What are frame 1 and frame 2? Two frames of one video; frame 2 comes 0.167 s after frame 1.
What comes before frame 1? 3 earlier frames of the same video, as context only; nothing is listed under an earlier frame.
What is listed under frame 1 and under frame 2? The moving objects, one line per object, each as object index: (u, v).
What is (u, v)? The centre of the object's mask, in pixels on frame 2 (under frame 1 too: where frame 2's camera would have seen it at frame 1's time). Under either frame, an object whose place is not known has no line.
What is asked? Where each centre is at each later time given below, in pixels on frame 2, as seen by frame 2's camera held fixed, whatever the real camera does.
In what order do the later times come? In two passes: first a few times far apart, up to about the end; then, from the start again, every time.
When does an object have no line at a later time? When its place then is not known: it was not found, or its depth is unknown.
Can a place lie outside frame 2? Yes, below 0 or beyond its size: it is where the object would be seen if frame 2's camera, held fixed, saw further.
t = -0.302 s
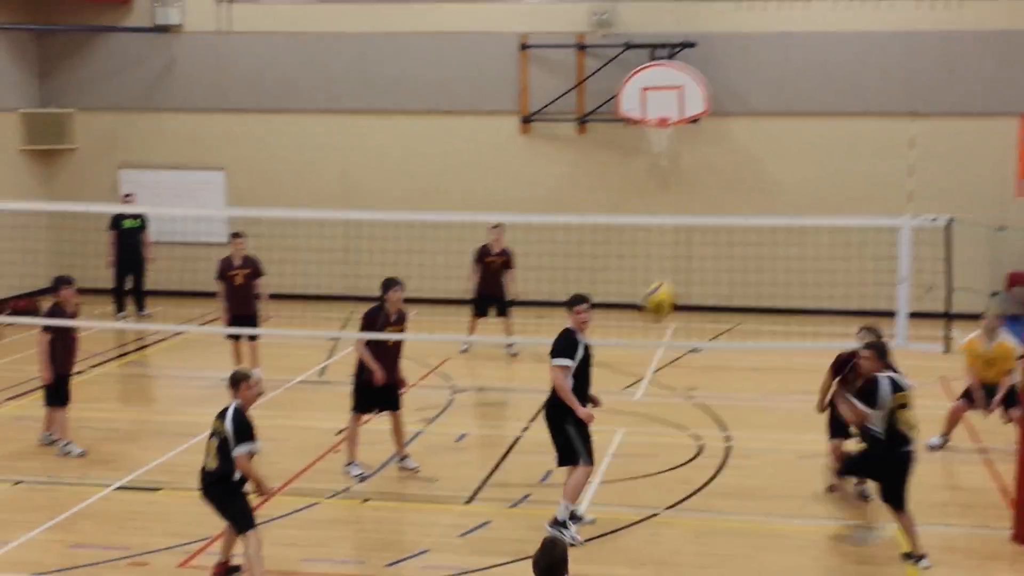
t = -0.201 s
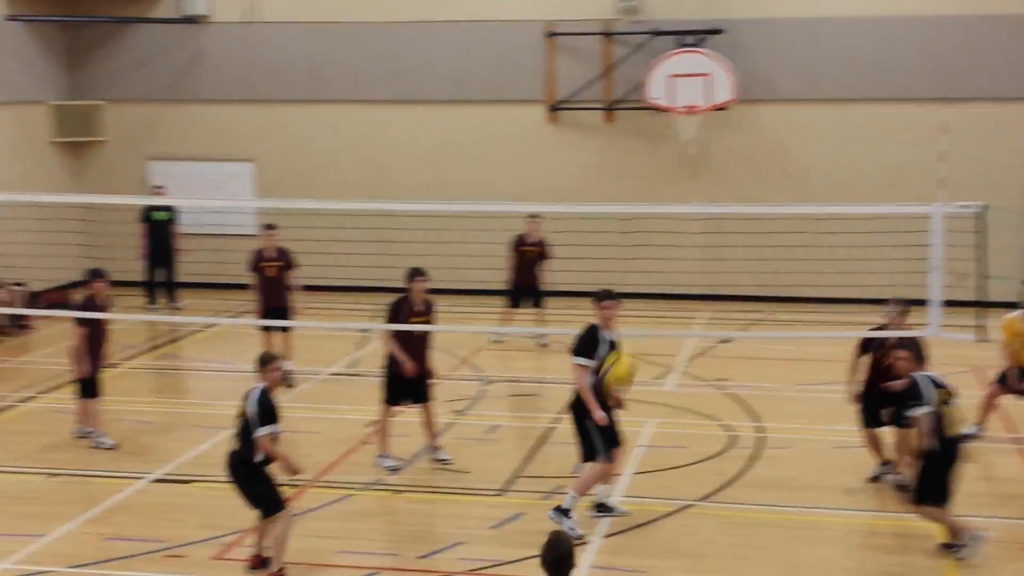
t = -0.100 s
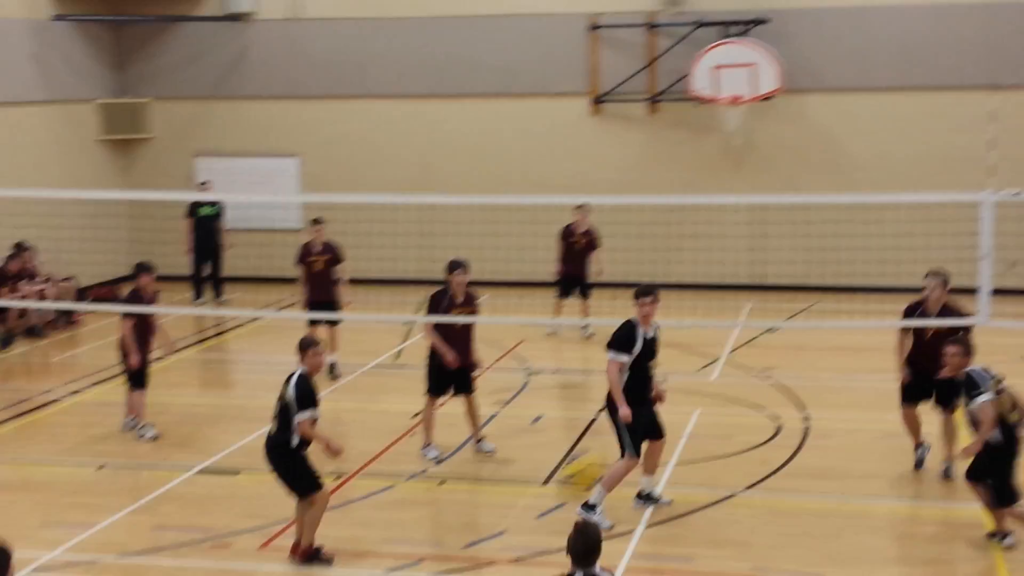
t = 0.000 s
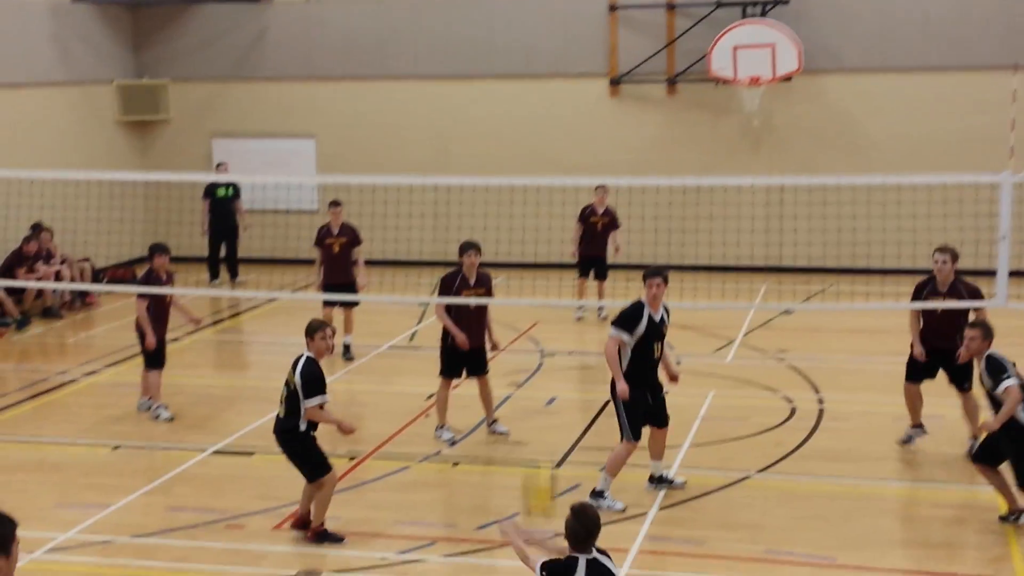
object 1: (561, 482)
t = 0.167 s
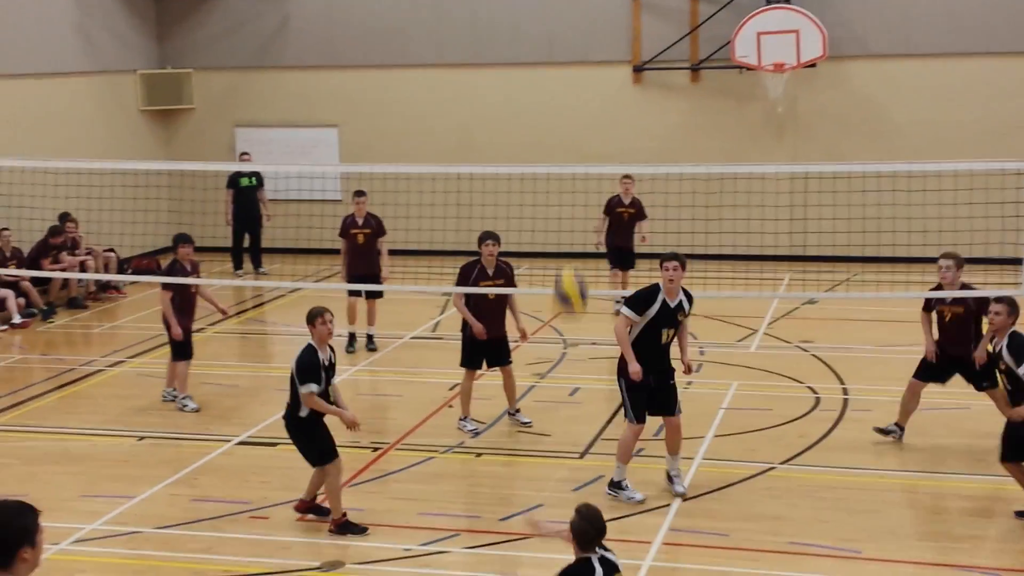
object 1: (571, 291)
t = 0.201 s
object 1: (573, 259)
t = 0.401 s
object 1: (586, 112)
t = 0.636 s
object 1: (604, 33)
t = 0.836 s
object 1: (620, 39)
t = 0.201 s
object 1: (573, 259)
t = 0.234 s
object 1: (575, 232)
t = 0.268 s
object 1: (576, 203)
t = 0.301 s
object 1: (579, 176)
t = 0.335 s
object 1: (582, 153)
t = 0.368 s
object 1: (584, 131)
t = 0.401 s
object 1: (586, 112)
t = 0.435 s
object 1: (589, 94)
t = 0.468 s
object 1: (592, 80)
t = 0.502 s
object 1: (594, 65)
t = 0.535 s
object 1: (597, 53)
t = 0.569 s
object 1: (599, 46)
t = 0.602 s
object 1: (602, 39)
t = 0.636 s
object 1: (604, 33)
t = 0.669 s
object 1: (608, 30)
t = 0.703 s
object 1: (610, 27)
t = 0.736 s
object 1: (613, 28)
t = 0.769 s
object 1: (615, 29)
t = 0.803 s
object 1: (617, 33)
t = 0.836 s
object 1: (620, 39)
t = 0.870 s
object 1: (621, 45)
